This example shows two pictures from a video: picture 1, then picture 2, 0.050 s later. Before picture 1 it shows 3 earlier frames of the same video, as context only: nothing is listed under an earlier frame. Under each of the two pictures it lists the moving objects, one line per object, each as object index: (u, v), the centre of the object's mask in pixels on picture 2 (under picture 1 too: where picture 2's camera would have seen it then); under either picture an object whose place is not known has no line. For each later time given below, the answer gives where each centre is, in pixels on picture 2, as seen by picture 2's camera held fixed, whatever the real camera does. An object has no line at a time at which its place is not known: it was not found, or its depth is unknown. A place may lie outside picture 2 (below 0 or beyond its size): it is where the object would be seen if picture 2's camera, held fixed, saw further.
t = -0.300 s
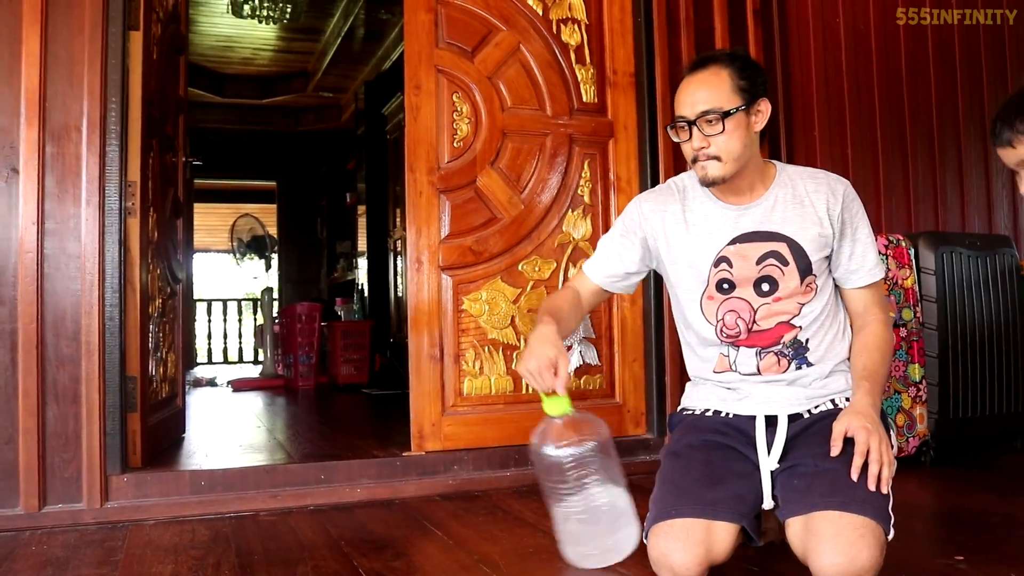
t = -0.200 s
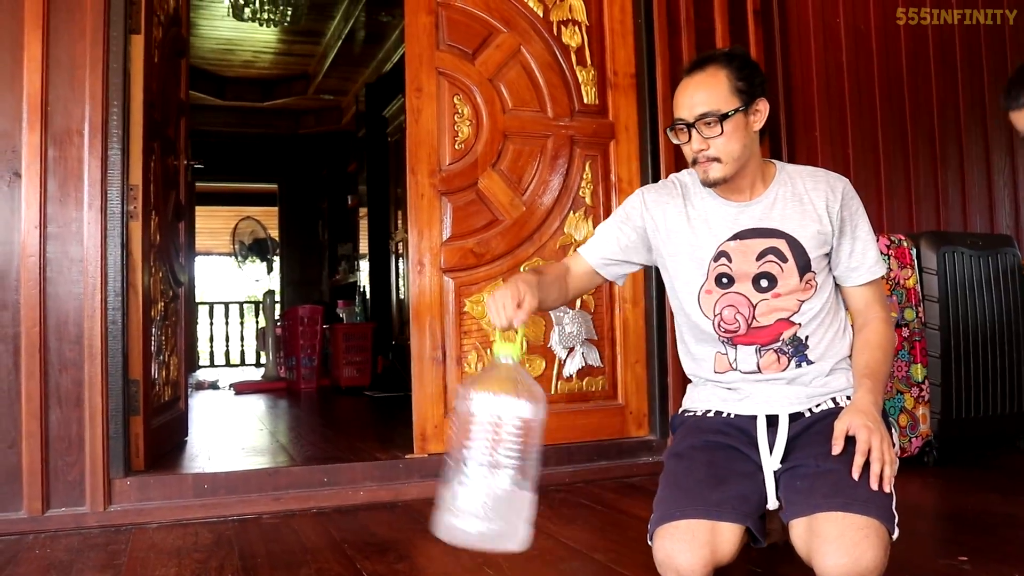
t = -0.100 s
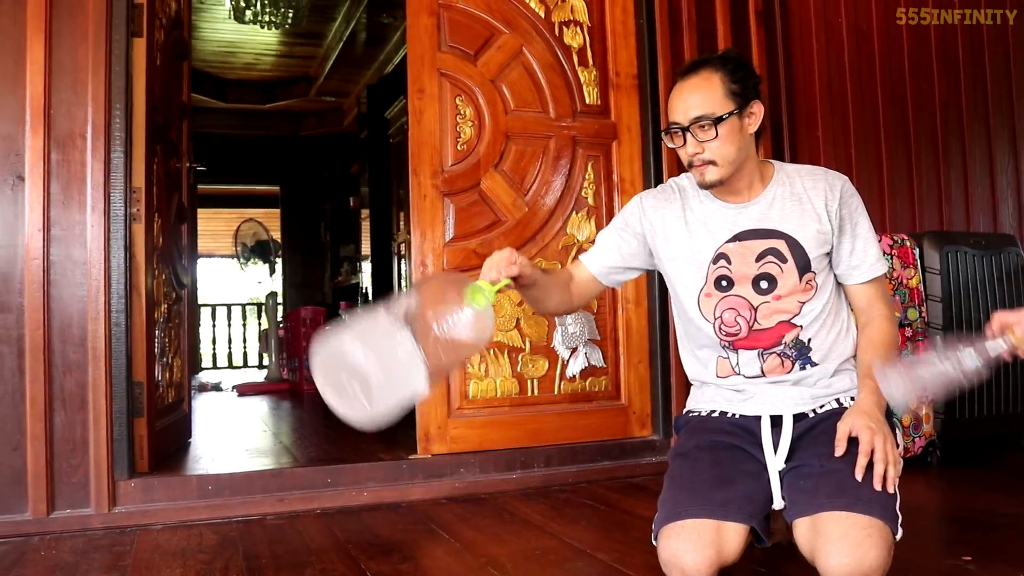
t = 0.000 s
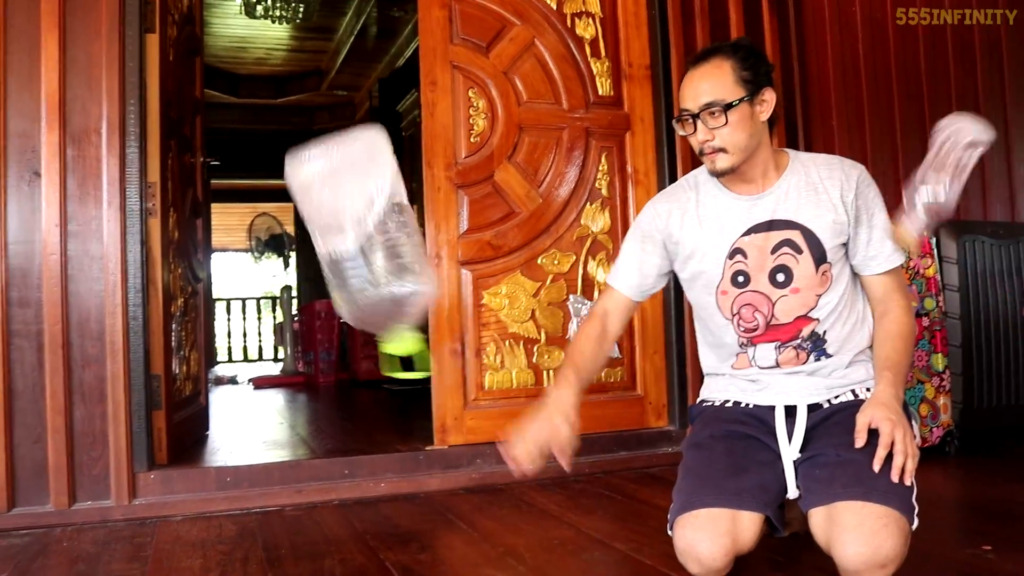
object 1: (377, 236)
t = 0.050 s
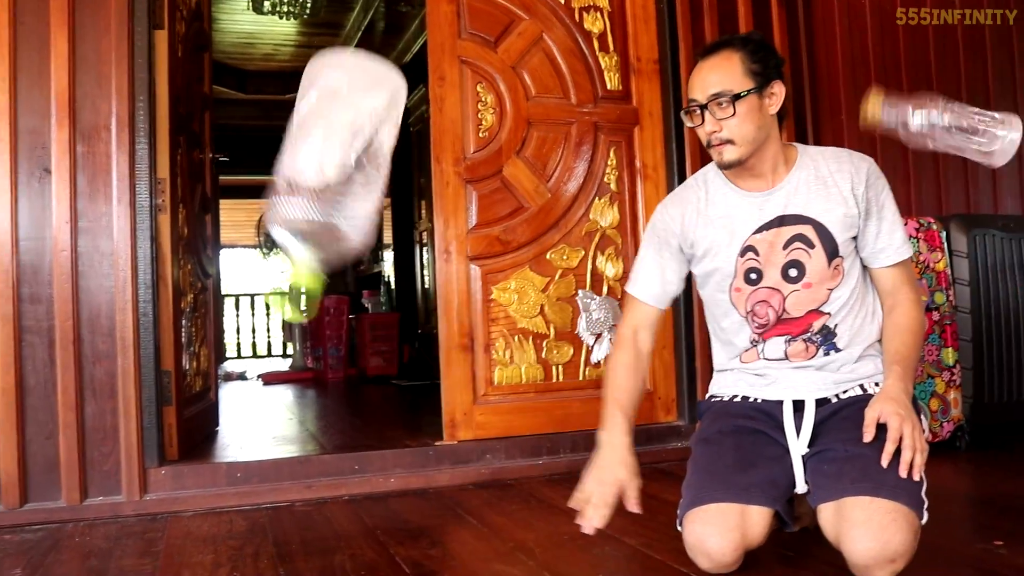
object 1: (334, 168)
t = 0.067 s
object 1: (323, 139)
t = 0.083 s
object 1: (310, 118)
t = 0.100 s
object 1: (303, 95)
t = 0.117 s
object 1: (298, 75)
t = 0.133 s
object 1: (295, 56)
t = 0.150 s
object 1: (296, 45)
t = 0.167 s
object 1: (301, 40)
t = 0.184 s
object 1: (304, 38)
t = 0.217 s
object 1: (308, 35)
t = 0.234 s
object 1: (309, 35)
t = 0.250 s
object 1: (307, 36)
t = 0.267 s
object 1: (304, 37)
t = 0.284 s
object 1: (299, 39)
